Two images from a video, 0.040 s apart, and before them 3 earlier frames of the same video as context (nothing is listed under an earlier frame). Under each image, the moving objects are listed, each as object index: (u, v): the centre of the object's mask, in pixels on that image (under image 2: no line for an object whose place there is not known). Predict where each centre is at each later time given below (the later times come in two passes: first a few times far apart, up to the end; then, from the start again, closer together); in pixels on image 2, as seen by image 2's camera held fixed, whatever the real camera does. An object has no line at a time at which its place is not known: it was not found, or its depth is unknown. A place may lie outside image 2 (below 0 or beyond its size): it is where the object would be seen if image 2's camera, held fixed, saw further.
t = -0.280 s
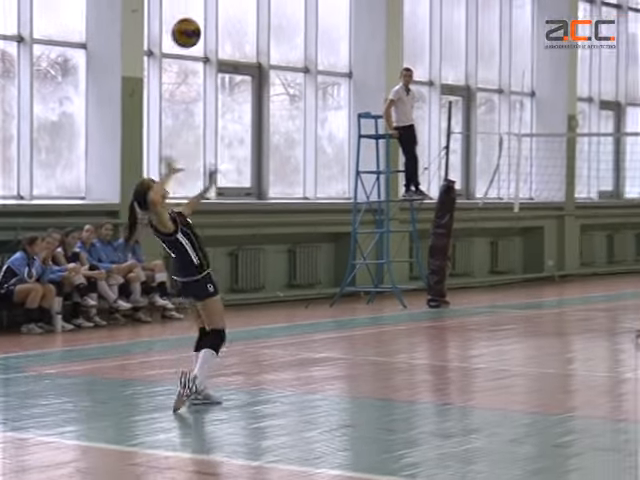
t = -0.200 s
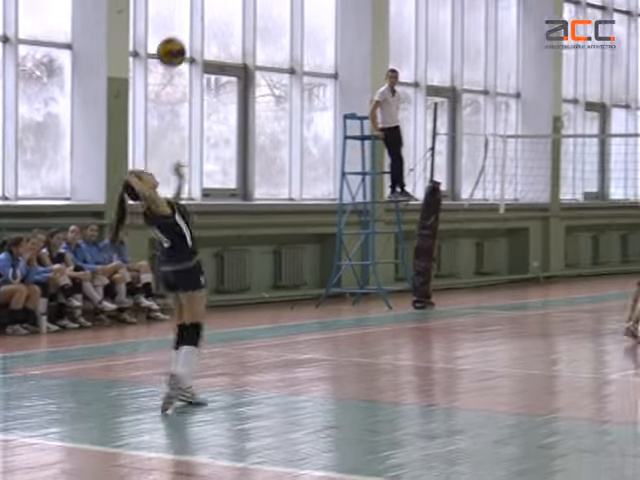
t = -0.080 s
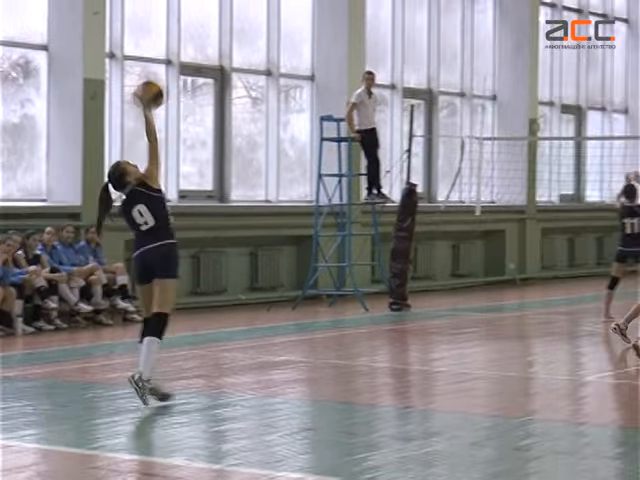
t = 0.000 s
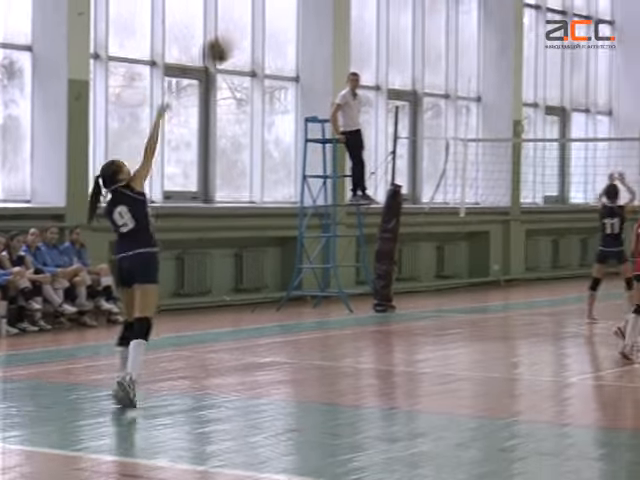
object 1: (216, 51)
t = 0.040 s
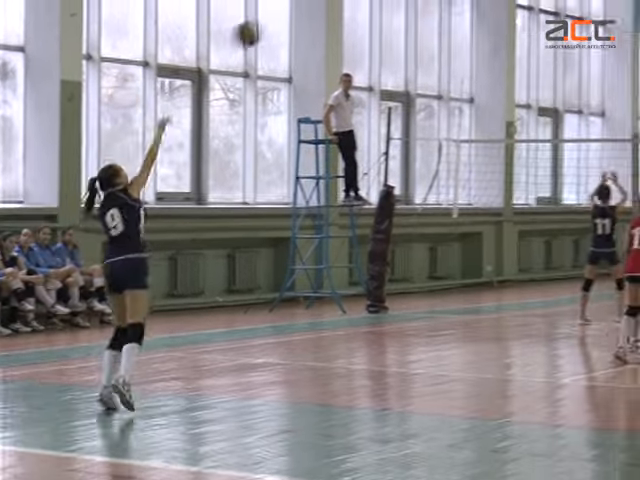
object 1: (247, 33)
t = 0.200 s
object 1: (370, 0)
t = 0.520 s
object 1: (533, 7)
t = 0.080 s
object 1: (281, 19)
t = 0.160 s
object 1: (341, 4)
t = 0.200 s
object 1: (370, 0)
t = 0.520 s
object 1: (533, 7)
